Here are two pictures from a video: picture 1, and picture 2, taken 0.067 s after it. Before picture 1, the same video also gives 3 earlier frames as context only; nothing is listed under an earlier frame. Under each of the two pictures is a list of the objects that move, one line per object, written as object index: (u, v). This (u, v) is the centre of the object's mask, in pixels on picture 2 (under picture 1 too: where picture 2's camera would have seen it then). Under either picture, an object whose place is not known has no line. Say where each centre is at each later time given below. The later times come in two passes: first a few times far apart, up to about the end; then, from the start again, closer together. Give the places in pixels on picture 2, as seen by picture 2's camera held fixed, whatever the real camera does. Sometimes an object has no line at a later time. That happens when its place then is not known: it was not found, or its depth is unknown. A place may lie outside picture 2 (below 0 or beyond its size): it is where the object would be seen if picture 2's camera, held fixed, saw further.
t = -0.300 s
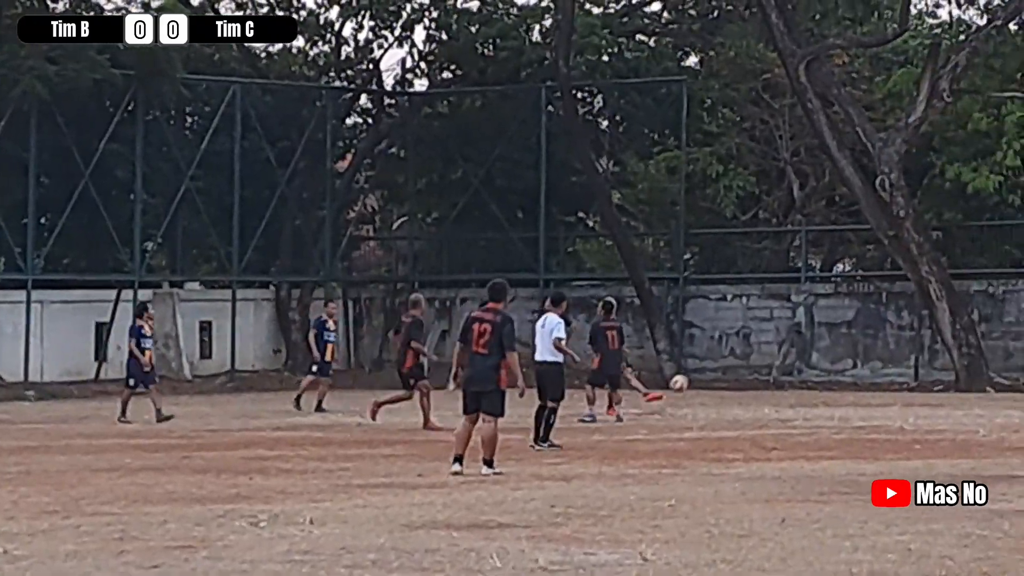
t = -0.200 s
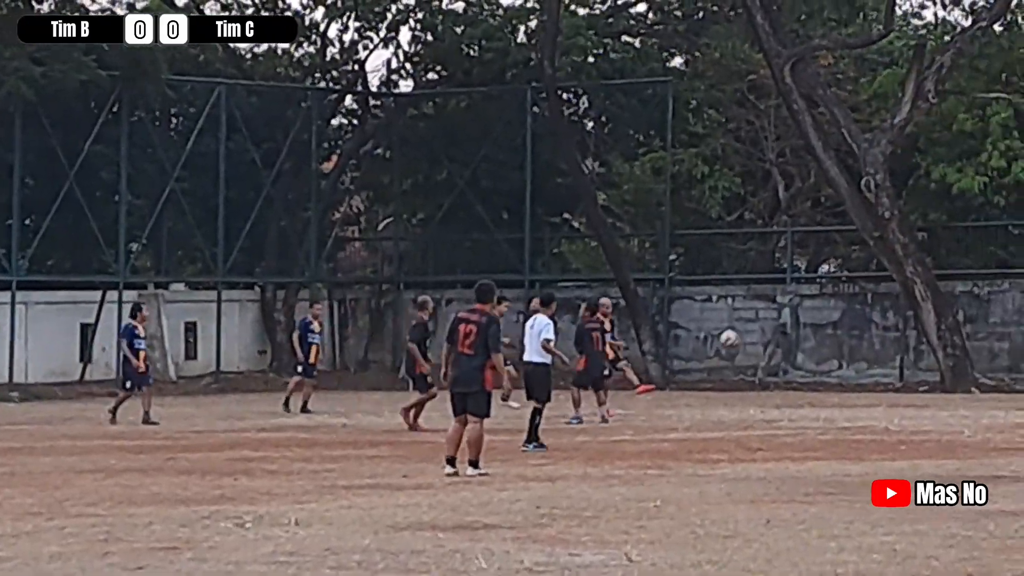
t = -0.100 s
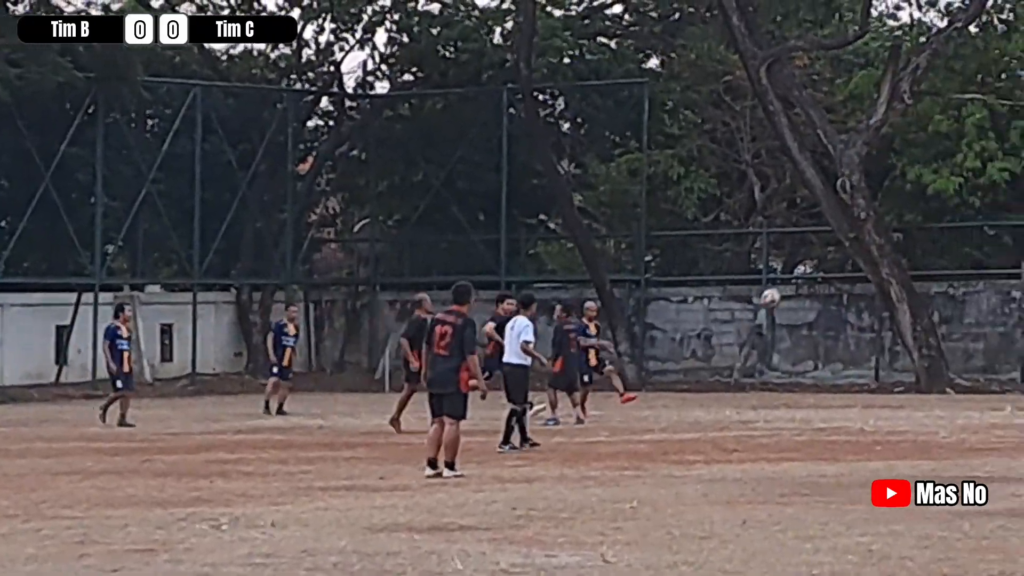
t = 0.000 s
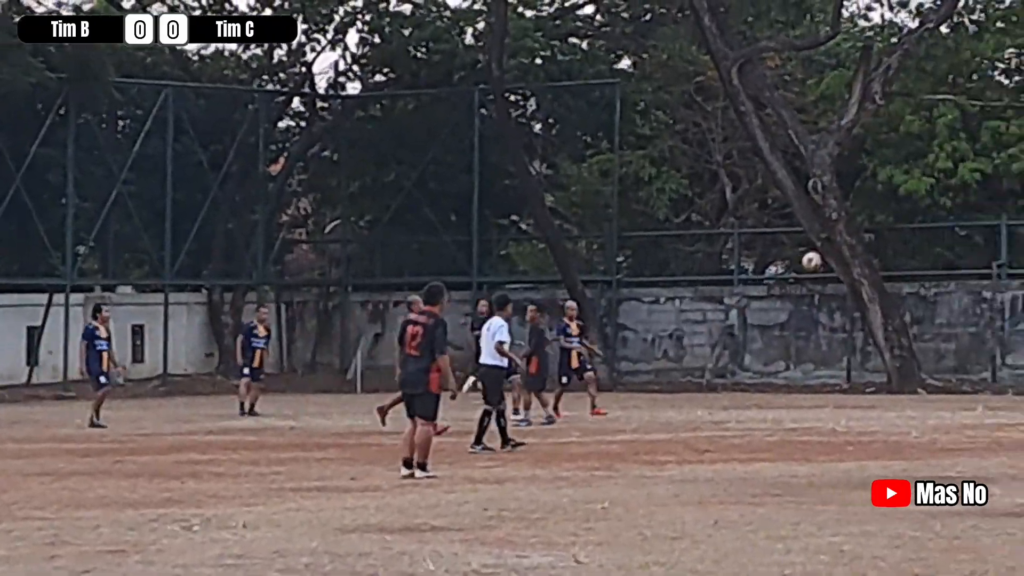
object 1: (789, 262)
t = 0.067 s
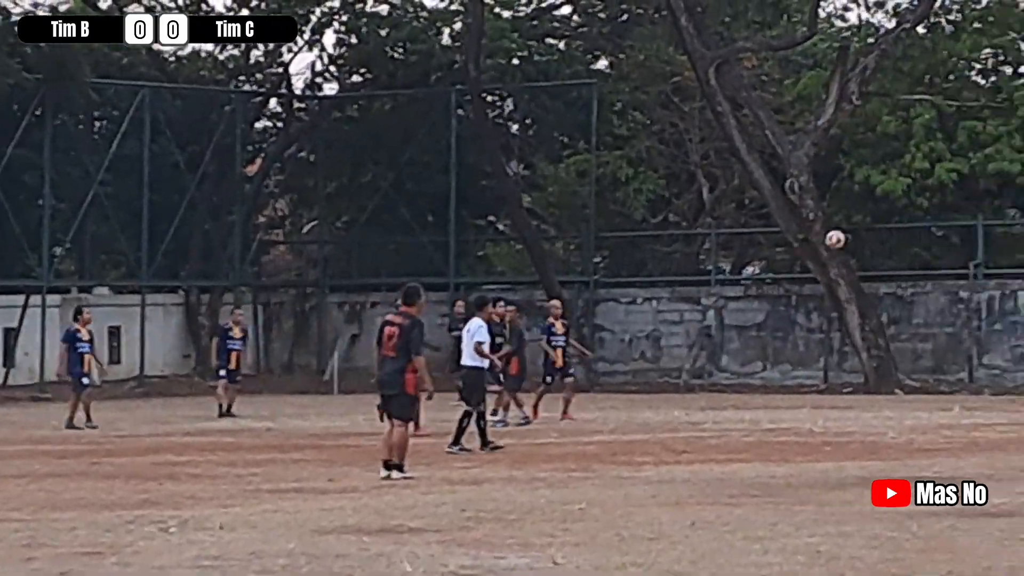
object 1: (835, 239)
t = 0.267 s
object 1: (985, 190)
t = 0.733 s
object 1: (1422, 186)
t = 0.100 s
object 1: (859, 229)
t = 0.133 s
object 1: (883, 220)
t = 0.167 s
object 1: (908, 211)
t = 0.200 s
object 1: (933, 204)
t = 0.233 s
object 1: (959, 196)
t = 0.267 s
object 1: (985, 190)
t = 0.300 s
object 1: (1012, 185)
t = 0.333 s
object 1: (1039, 180)
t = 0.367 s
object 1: (1067, 175)
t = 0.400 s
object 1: (1096, 172)
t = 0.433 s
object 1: (1125, 170)
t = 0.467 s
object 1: (1155, 168)
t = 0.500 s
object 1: (1186, 166)
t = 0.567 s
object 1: (1248, 163)
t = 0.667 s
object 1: (1355, 173)
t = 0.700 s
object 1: (1386, 180)
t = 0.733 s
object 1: (1422, 186)
